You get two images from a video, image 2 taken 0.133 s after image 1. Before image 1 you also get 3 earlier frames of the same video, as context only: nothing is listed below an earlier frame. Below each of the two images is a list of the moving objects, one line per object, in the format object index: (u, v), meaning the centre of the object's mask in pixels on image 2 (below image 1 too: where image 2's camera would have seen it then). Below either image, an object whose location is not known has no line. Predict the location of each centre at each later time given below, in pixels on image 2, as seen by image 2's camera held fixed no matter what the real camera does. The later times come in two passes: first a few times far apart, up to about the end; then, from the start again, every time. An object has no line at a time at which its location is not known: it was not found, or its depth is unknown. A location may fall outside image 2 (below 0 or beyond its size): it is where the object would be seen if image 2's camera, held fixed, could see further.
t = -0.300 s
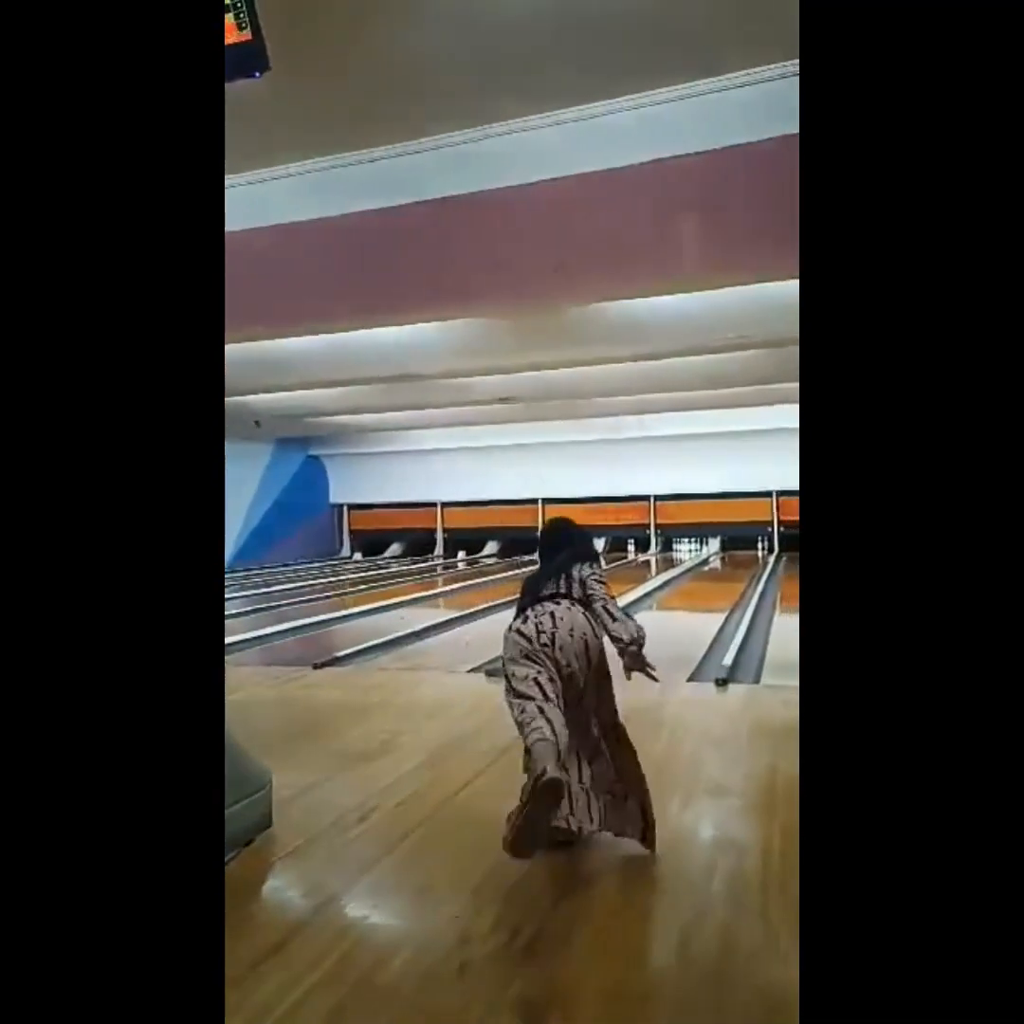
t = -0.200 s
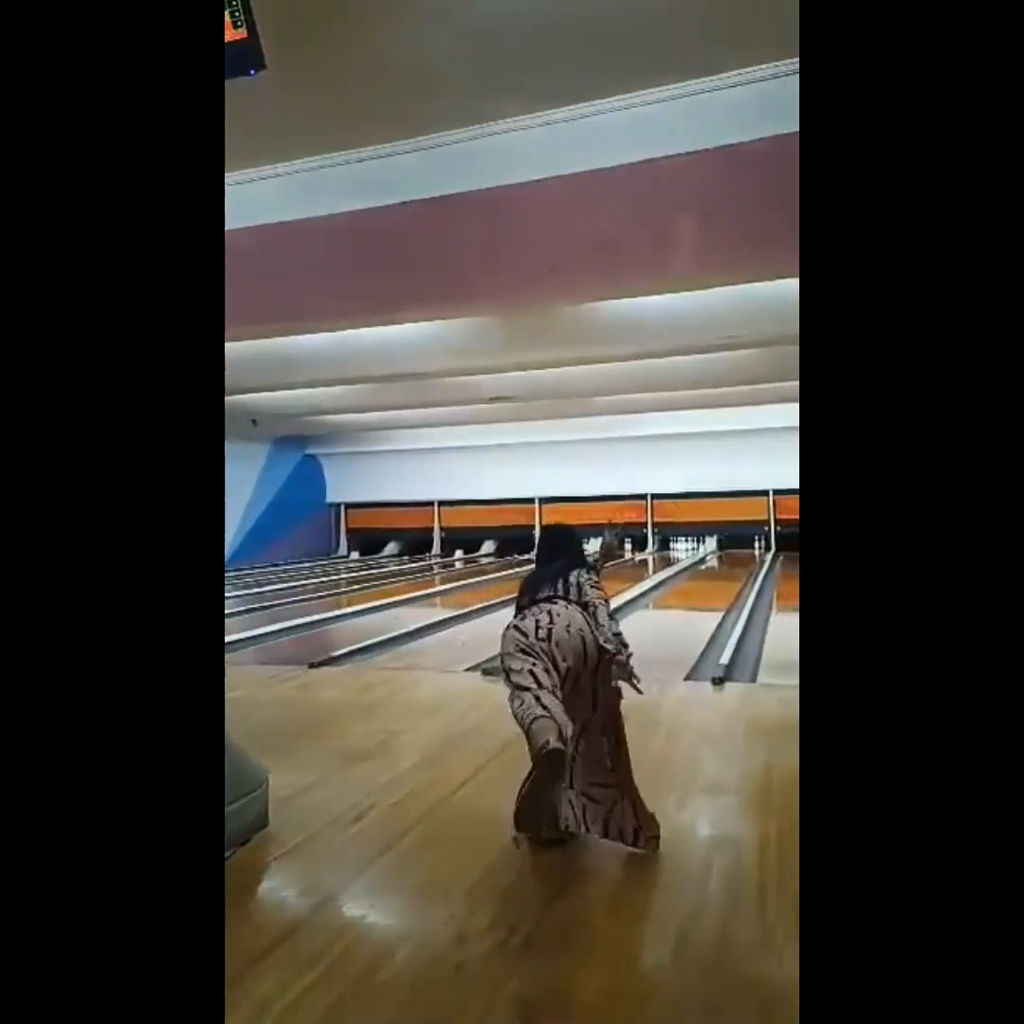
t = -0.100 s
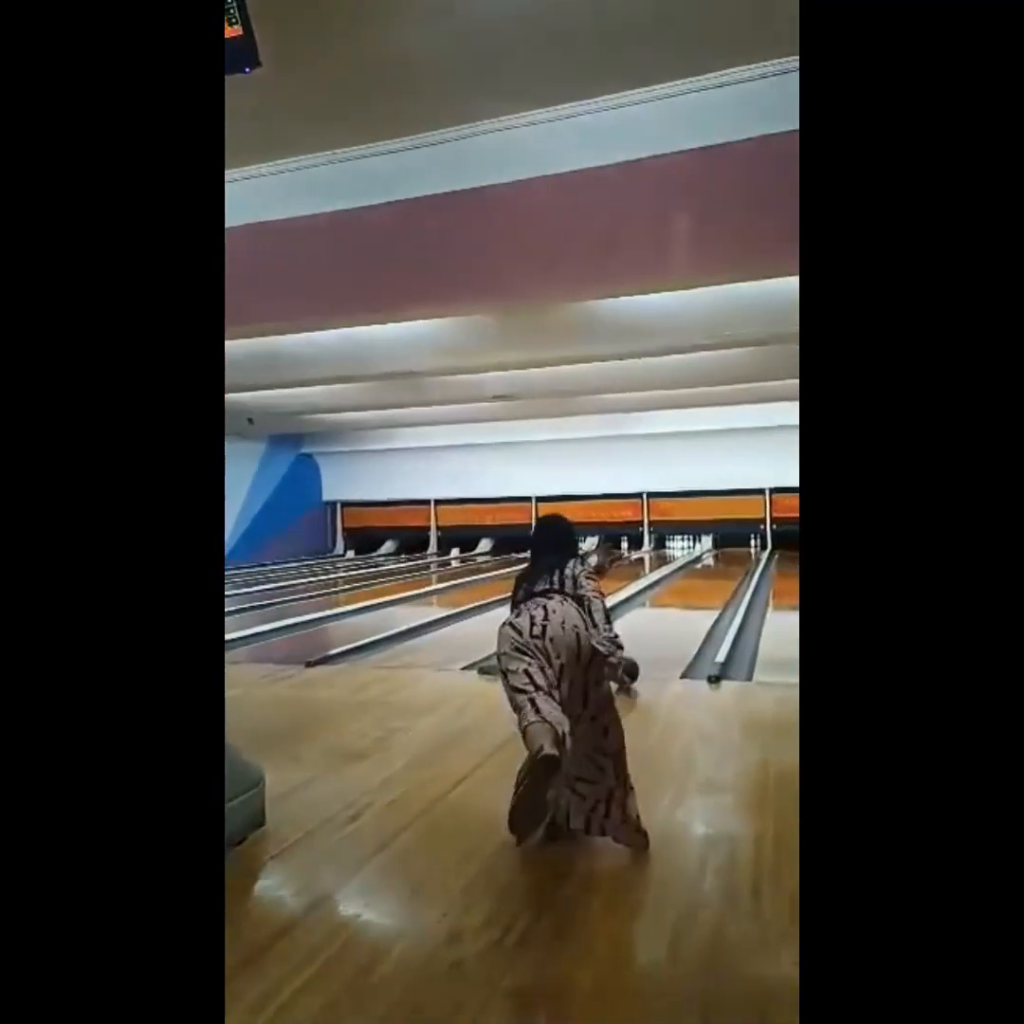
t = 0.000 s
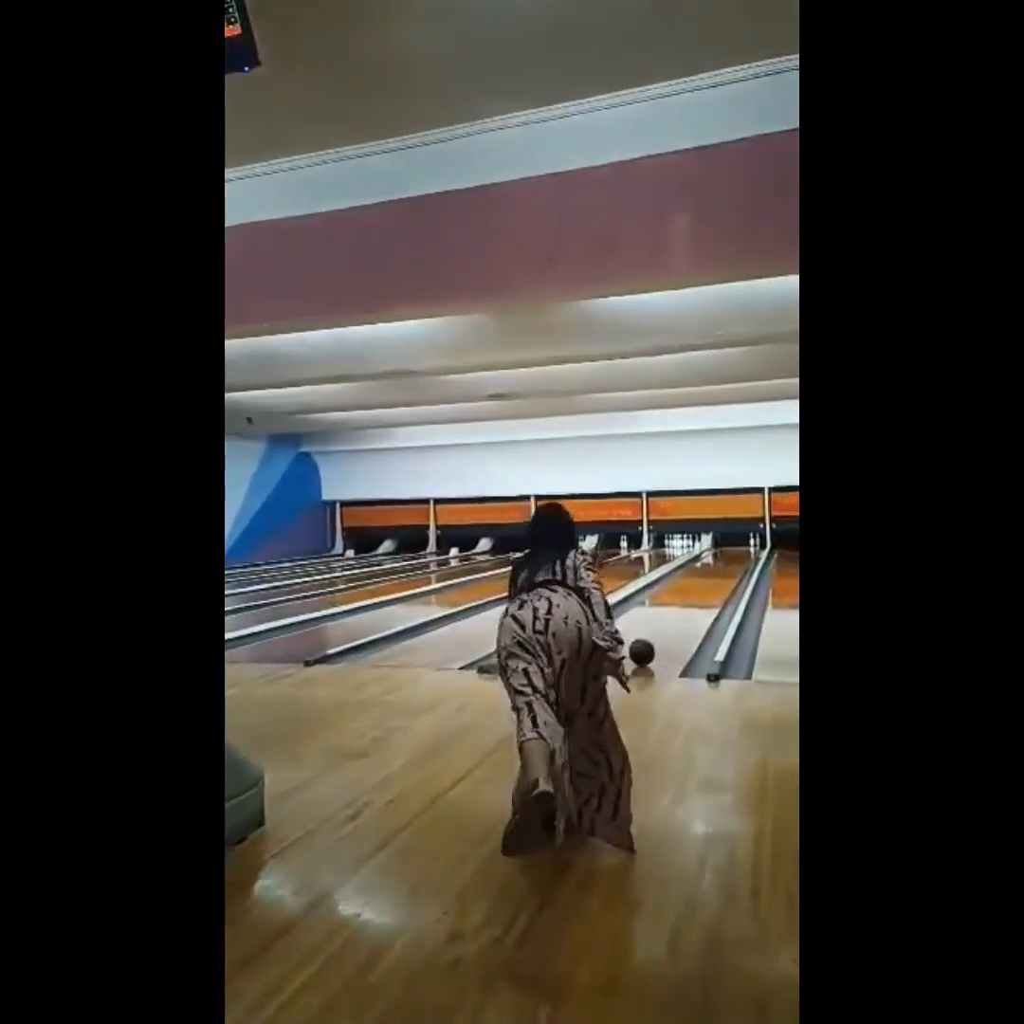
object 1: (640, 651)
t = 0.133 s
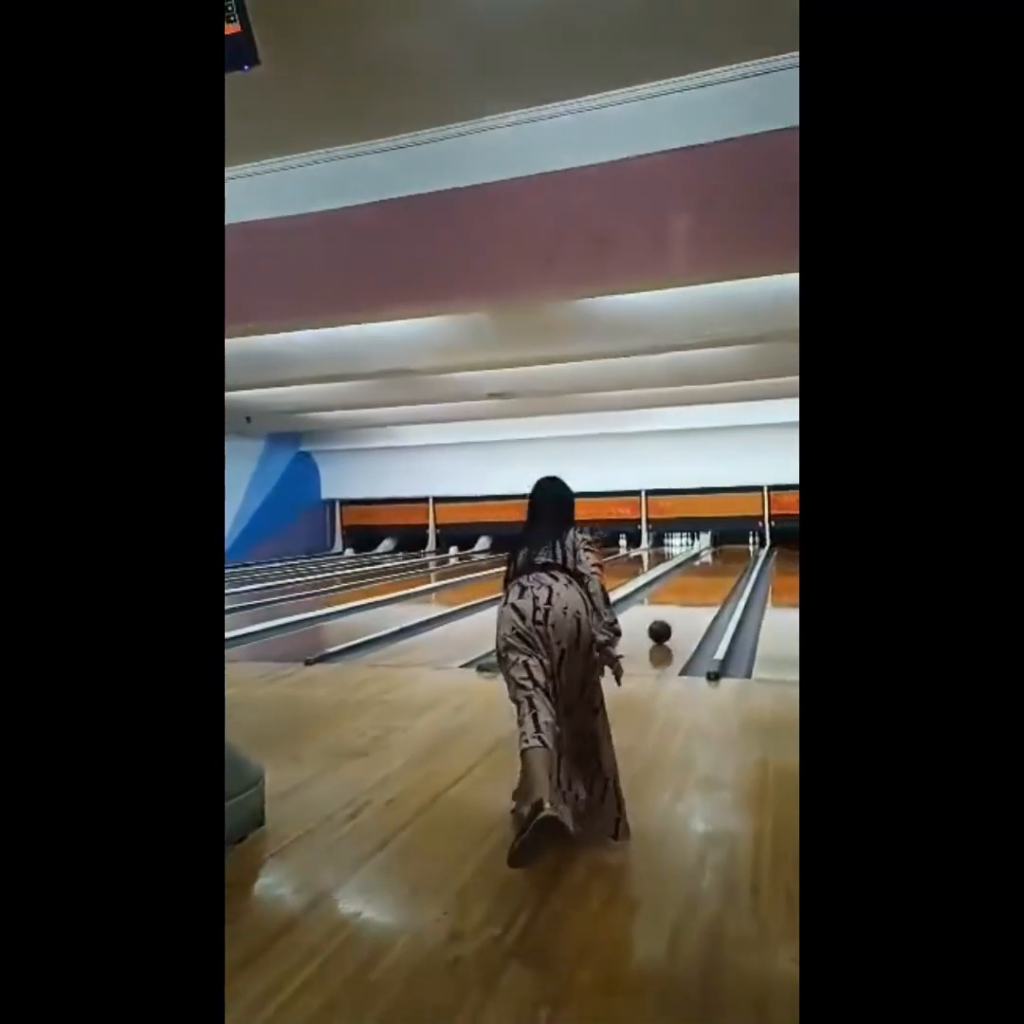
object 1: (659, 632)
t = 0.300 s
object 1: (677, 613)
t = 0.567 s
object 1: (697, 594)
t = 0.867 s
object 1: (712, 580)
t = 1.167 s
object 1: (723, 569)
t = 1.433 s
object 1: (729, 562)
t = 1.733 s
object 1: (735, 558)
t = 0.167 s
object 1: (663, 627)
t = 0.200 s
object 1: (667, 624)
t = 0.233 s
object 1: (670, 620)
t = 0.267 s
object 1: (673, 616)
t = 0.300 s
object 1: (677, 613)
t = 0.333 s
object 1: (680, 610)
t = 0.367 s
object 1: (683, 608)
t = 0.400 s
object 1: (685, 605)
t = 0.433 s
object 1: (688, 603)
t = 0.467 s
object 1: (690, 600)
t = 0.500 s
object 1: (692, 598)
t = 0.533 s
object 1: (694, 596)
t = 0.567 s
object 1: (697, 594)
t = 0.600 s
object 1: (699, 592)
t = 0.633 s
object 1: (700, 590)
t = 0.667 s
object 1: (702, 589)
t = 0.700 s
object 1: (704, 587)
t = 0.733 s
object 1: (705, 586)
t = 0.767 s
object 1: (707, 584)
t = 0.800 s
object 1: (709, 583)
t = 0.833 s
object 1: (710, 581)
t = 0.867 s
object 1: (712, 580)
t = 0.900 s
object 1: (713, 578)
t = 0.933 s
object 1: (714, 578)
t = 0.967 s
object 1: (716, 577)
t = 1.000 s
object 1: (717, 576)
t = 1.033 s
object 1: (718, 574)
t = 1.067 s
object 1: (719, 573)
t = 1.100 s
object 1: (721, 571)
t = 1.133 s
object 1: (721, 570)
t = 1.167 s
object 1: (723, 569)
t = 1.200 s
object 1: (724, 568)
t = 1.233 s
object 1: (724, 567)
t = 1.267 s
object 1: (725, 566)
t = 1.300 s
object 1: (726, 565)
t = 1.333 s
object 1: (727, 564)
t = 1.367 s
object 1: (728, 563)
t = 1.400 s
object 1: (729, 563)
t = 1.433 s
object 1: (729, 562)
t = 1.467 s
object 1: (730, 561)
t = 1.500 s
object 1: (731, 560)
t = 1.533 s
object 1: (731, 559)
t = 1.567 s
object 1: (733, 559)
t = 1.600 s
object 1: (734, 558)
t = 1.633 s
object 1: (734, 558)
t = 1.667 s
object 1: (734, 558)
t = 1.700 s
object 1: (735, 558)
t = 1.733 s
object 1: (735, 558)
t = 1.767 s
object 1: (736, 557)
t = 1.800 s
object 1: (737, 556)
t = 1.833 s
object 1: (736, 556)
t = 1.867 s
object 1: (738, 557)
